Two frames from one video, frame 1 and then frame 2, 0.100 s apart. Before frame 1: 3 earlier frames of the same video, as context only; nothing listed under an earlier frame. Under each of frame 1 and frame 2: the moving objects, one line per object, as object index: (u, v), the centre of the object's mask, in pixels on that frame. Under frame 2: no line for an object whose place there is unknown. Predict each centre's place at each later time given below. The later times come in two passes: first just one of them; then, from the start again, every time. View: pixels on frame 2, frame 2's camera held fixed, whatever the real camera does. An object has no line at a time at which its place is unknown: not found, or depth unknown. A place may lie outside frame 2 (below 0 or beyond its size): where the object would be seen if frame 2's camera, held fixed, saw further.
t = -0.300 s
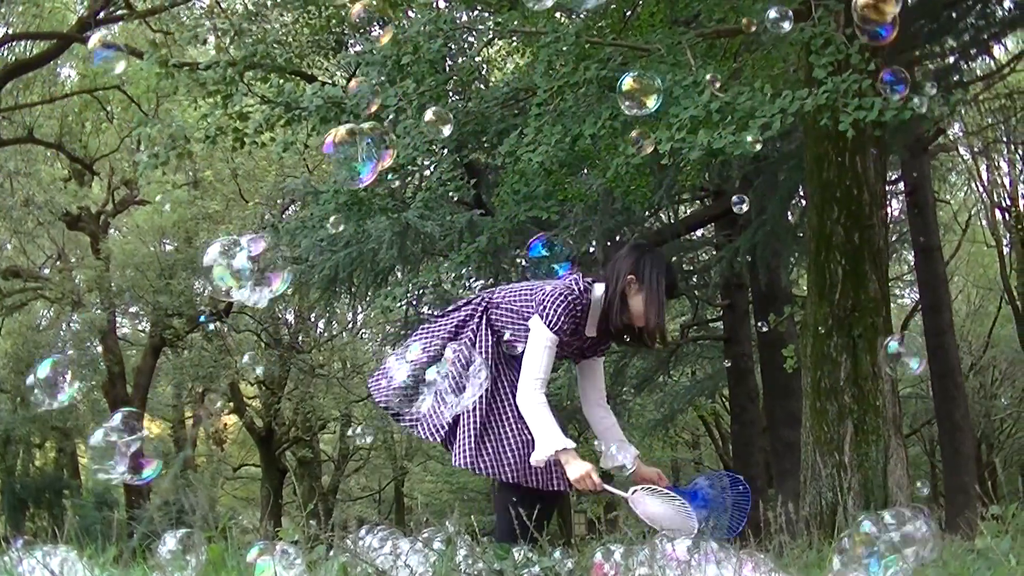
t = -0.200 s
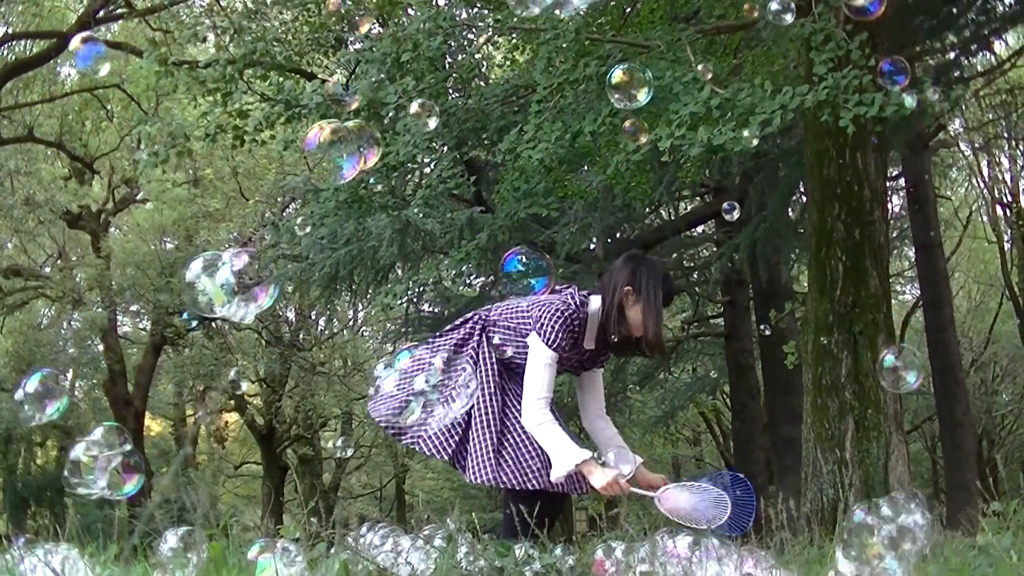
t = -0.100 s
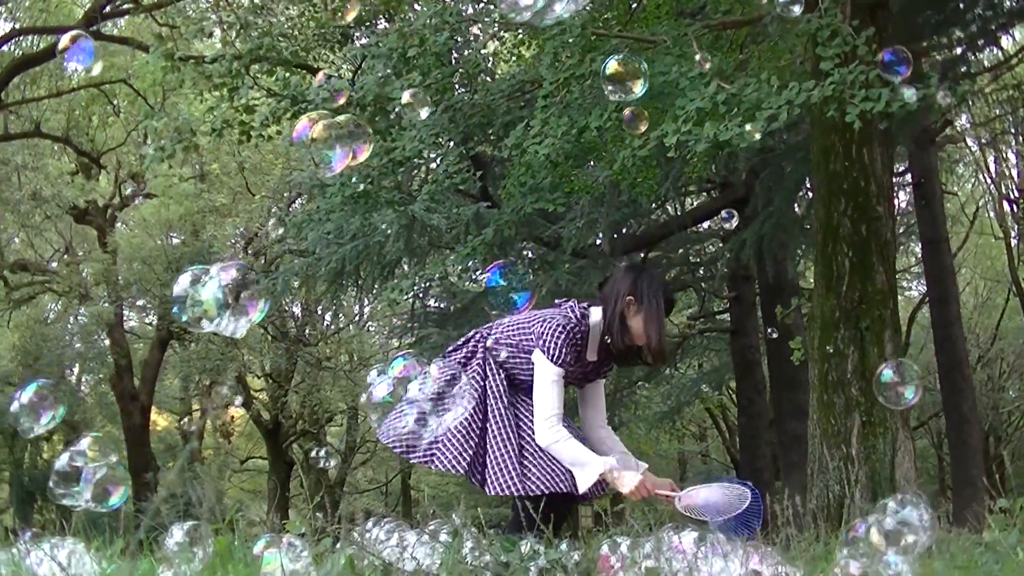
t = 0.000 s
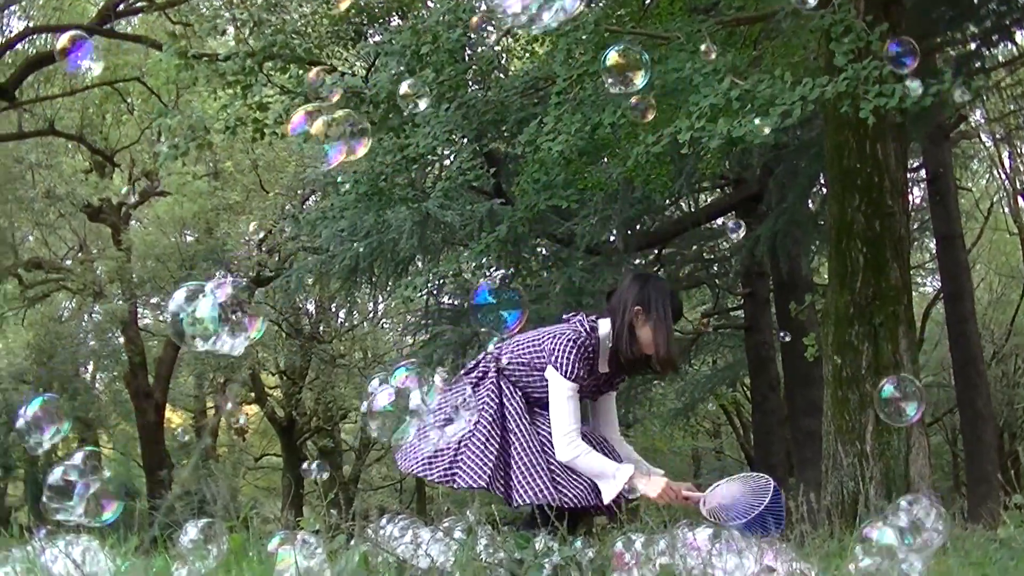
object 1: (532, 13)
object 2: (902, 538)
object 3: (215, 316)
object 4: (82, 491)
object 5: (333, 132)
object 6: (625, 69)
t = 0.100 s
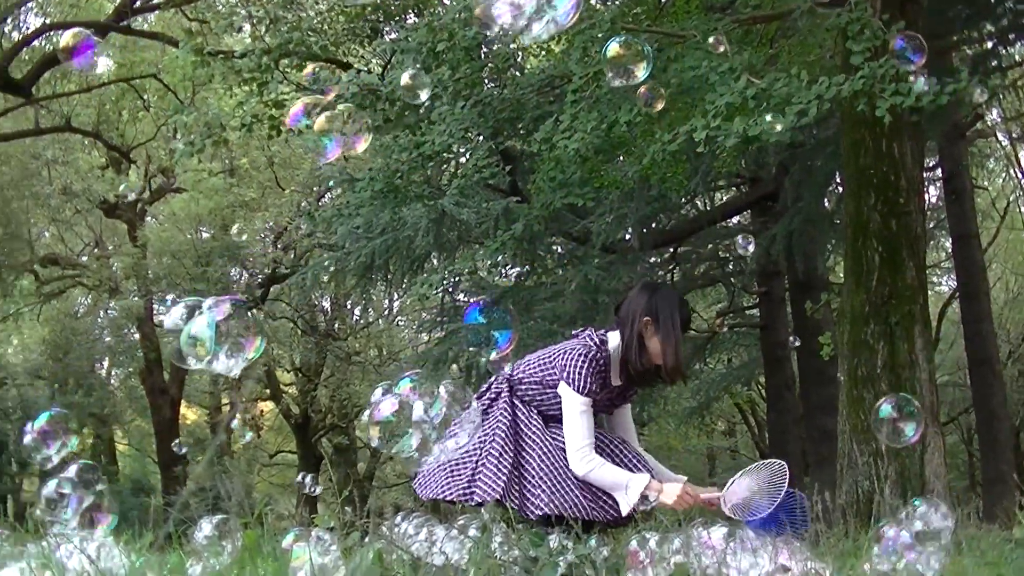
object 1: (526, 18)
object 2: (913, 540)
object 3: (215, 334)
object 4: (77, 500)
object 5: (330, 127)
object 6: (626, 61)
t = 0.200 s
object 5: (311, 122)
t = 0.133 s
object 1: (518, 21)
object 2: (910, 541)
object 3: (205, 342)
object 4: (68, 503)
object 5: (324, 126)
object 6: (621, 59)
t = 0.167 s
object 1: (509, 23)
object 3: (196, 350)
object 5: (317, 123)
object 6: (614, 56)
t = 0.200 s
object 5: (311, 122)
